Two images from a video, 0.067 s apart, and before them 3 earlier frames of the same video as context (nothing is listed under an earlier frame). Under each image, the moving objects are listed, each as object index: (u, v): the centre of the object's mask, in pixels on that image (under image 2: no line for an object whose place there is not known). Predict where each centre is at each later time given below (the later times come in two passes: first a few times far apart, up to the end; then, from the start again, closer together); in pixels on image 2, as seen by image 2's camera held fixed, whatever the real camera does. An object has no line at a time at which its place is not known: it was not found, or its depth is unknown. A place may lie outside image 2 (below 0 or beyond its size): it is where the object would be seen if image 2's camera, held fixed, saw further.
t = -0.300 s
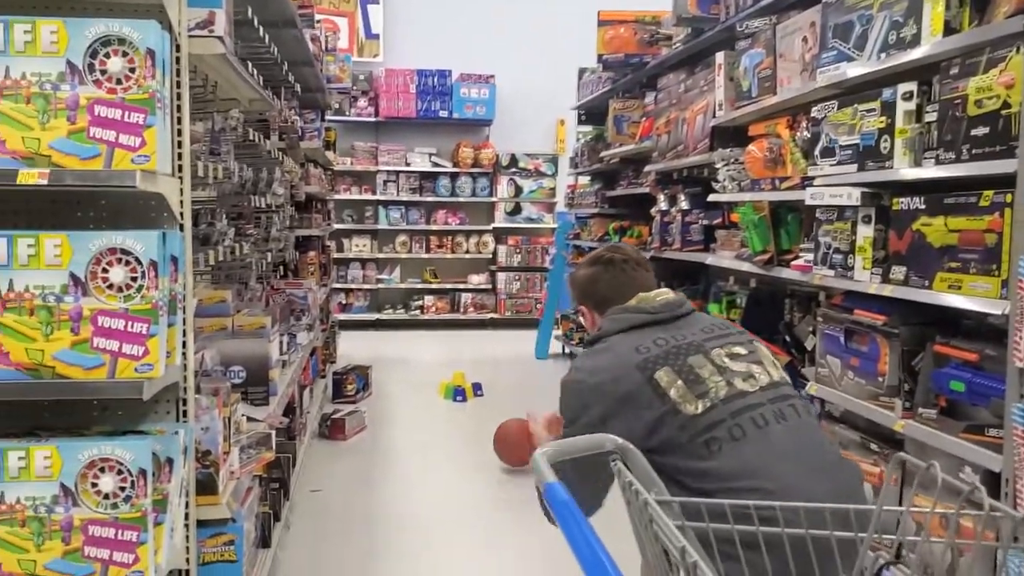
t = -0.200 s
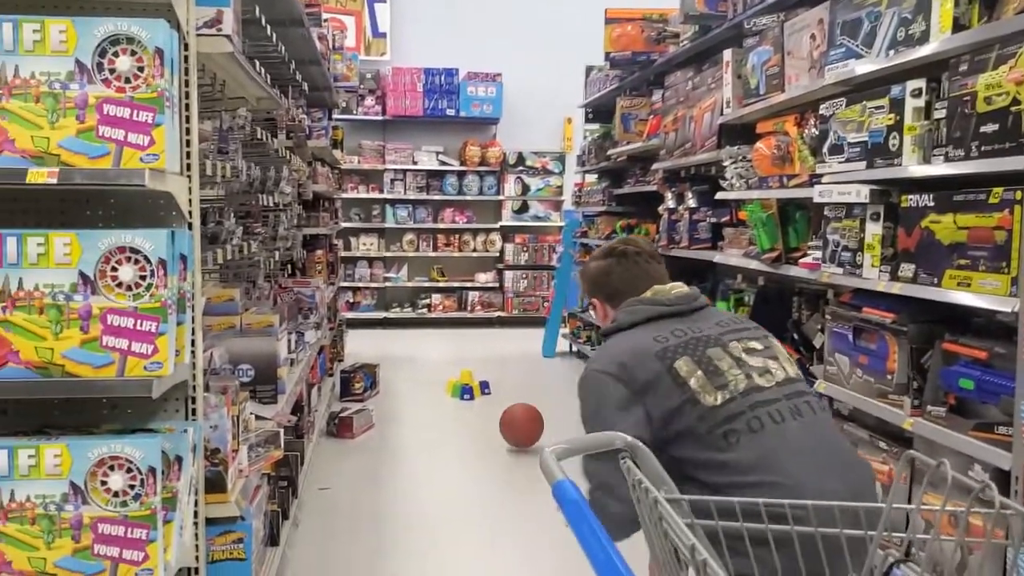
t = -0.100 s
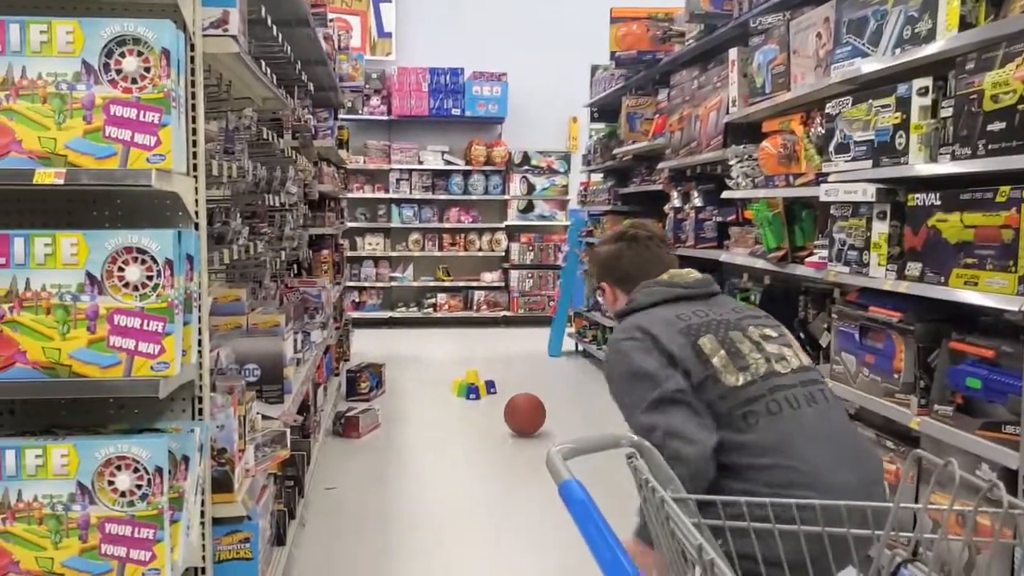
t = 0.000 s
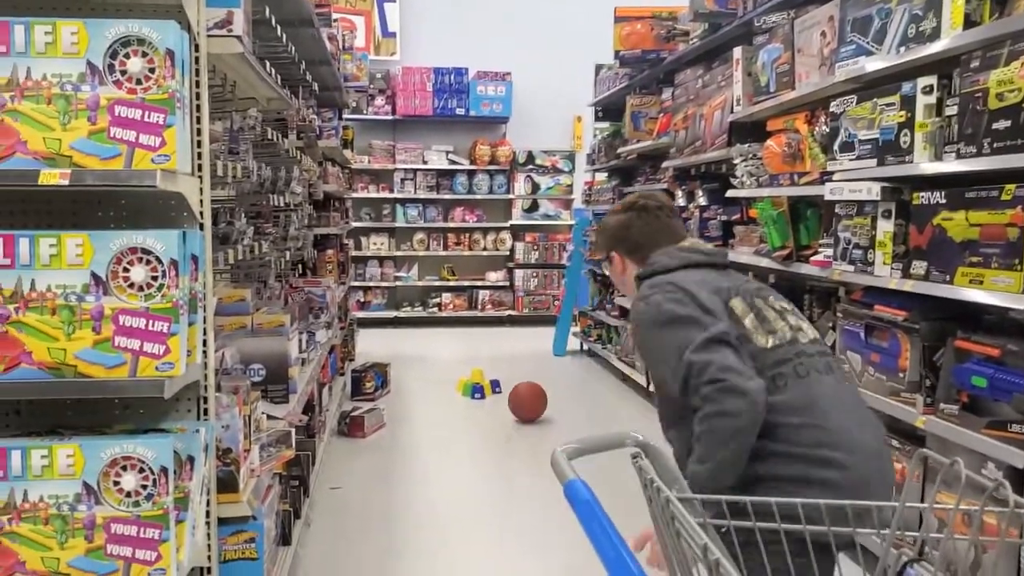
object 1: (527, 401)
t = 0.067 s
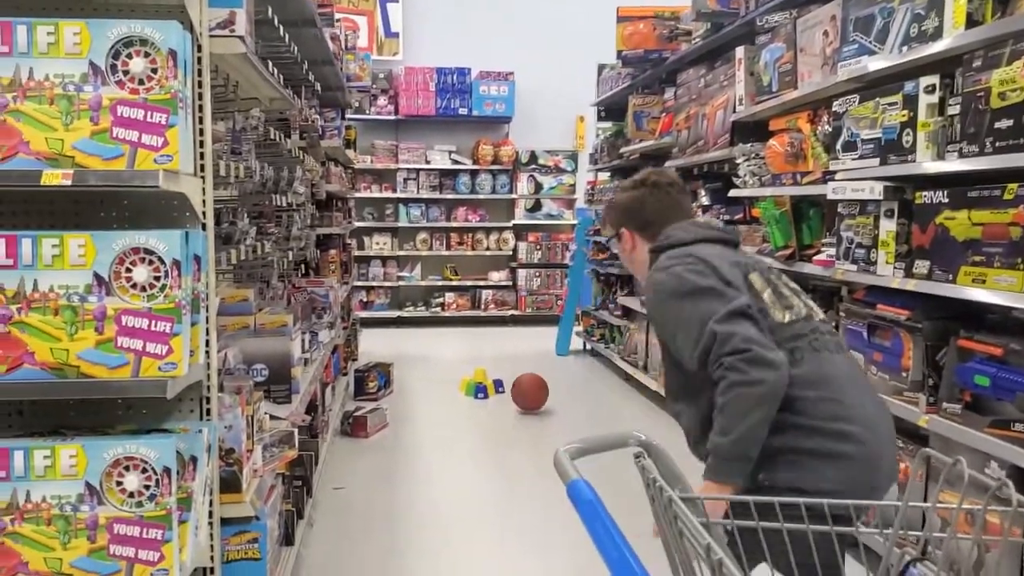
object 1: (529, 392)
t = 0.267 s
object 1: (528, 376)
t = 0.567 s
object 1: (526, 354)
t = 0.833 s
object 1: (525, 340)
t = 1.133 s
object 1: (524, 326)
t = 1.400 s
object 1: (524, 319)
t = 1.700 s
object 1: (530, 318)
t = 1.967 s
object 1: (536, 324)
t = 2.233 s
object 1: (542, 328)
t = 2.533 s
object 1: (548, 332)
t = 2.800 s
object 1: (549, 334)
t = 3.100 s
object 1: (541, 334)
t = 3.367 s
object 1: (534, 335)
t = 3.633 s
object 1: (529, 335)
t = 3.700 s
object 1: (528, 335)
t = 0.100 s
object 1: (529, 389)
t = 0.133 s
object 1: (529, 387)
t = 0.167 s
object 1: (528, 384)
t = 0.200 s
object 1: (528, 379)
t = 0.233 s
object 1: (528, 377)
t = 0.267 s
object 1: (528, 376)
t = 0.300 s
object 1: (527, 372)
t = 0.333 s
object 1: (527, 370)
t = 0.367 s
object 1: (527, 368)
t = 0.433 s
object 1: (526, 363)
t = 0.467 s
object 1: (526, 360)
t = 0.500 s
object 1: (526, 357)
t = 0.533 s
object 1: (526, 355)
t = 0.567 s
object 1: (526, 354)
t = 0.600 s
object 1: (525, 351)
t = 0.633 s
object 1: (525, 349)
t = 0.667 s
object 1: (525, 348)
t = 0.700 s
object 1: (525, 346)
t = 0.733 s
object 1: (525, 343)
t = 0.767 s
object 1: (525, 342)
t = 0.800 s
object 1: (525, 341)
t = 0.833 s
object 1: (525, 340)
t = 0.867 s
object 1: (525, 337)
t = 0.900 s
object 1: (525, 336)
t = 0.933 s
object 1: (525, 334)
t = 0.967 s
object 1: (524, 332)
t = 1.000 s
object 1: (525, 331)
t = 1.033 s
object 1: (525, 330)
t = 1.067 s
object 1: (524, 328)
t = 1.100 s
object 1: (524, 327)
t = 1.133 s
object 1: (524, 326)
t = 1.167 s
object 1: (525, 325)
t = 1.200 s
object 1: (524, 324)
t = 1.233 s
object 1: (525, 323)
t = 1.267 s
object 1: (524, 321)
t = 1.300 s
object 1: (524, 320)
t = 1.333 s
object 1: (524, 319)
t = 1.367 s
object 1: (524, 319)
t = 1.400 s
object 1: (524, 319)
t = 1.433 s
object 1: (525, 318)
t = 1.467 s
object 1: (525, 317)
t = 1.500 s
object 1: (527, 316)
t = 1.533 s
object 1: (527, 316)
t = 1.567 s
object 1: (528, 317)
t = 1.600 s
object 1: (528, 318)
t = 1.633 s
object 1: (529, 319)
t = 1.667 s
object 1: (530, 319)
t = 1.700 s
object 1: (530, 318)
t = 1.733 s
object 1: (531, 319)
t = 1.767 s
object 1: (531, 320)
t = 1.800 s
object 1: (532, 322)
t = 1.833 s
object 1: (533, 322)
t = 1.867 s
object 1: (533, 321)
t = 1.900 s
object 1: (534, 322)
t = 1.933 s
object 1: (535, 323)
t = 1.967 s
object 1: (536, 324)
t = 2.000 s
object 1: (537, 324)
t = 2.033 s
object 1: (537, 324)
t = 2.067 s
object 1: (538, 324)
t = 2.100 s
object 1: (539, 326)
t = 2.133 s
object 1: (540, 326)
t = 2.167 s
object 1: (541, 326)
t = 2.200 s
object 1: (541, 326)
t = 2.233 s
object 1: (542, 328)
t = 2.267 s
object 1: (543, 328)
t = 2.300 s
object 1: (543, 328)
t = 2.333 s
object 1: (544, 329)
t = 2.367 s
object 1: (545, 330)
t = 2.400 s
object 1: (545, 330)
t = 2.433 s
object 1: (546, 330)
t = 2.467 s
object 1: (547, 331)
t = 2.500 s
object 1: (548, 331)
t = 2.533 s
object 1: (548, 332)
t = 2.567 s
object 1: (549, 333)
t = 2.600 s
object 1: (549, 333)
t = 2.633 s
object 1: (550, 333)
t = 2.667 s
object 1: (550, 334)
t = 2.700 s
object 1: (551, 334)
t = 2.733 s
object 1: (550, 334)
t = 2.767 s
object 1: (550, 333)
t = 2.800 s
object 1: (549, 334)
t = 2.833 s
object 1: (548, 335)
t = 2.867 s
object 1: (547, 334)
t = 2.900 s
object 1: (547, 334)
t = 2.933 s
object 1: (546, 335)
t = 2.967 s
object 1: (545, 335)
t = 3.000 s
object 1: (544, 334)
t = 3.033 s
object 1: (543, 335)
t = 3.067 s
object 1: (542, 335)
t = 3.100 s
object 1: (541, 334)
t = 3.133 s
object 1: (541, 335)
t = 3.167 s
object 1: (540, 335)
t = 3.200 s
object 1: (539, 335)
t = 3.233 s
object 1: (538, 335)
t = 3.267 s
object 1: (537, 335)
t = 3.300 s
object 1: (537, 335)
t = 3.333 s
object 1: (536, 335)
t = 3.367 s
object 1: (534, 335)
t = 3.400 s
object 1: (534, 335)
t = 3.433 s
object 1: (533, 335)
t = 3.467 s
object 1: (532, 335)
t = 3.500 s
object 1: (532, 335)
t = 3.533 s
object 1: (531, 335)
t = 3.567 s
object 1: (530, 335)
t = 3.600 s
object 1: (530, 335)
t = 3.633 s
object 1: (529, 335)
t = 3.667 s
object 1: (528, 335)
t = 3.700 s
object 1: (528, 335)
